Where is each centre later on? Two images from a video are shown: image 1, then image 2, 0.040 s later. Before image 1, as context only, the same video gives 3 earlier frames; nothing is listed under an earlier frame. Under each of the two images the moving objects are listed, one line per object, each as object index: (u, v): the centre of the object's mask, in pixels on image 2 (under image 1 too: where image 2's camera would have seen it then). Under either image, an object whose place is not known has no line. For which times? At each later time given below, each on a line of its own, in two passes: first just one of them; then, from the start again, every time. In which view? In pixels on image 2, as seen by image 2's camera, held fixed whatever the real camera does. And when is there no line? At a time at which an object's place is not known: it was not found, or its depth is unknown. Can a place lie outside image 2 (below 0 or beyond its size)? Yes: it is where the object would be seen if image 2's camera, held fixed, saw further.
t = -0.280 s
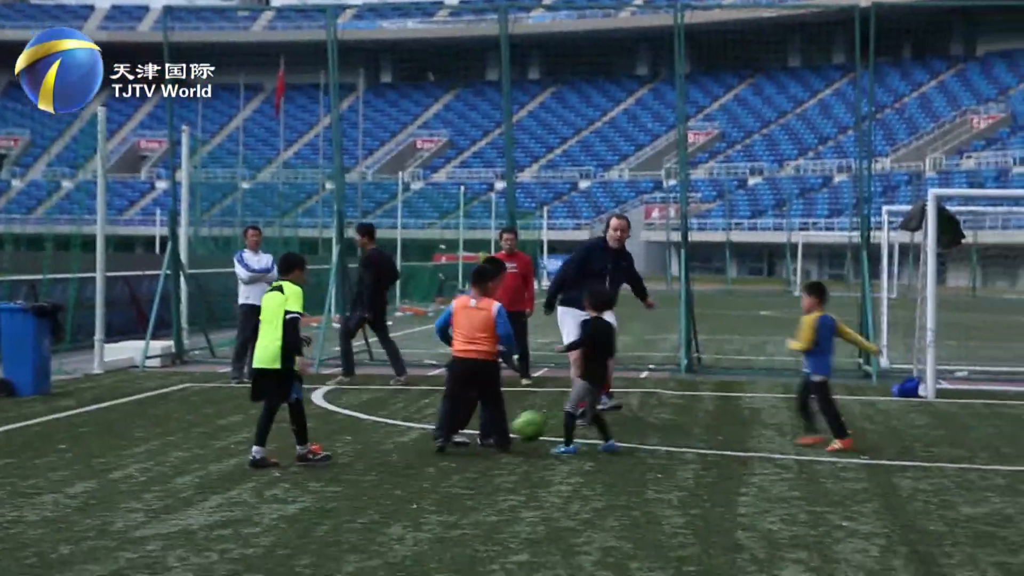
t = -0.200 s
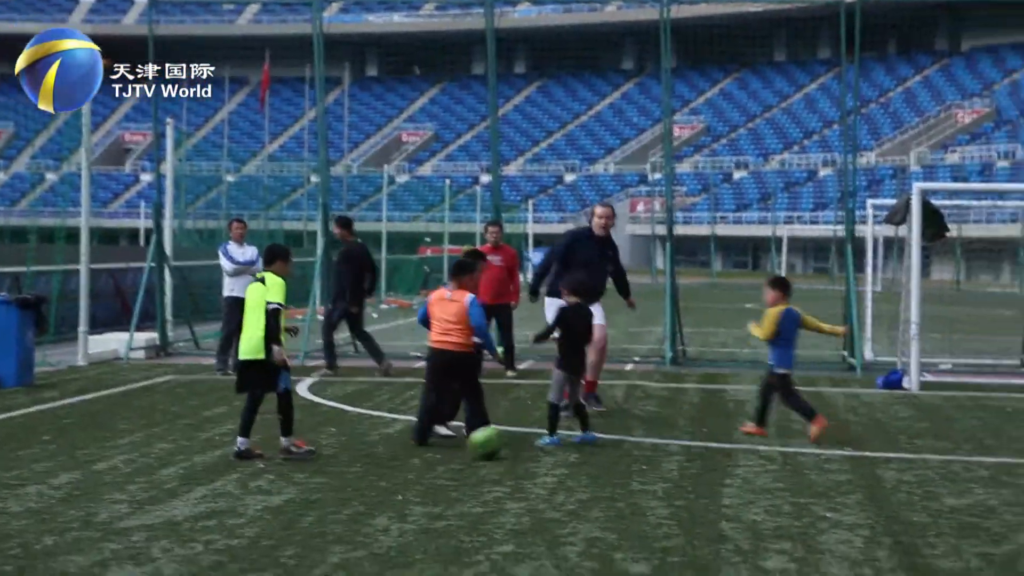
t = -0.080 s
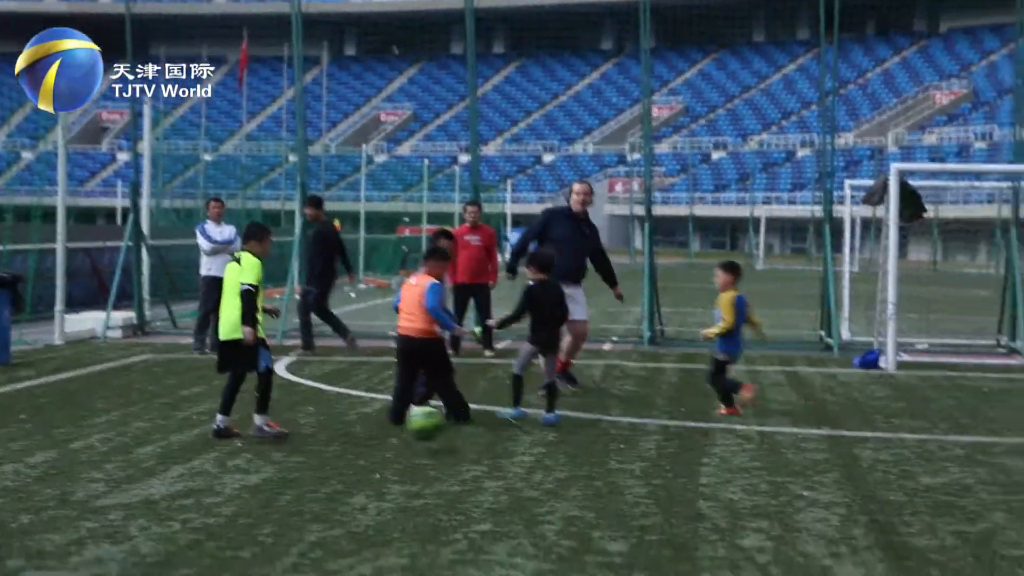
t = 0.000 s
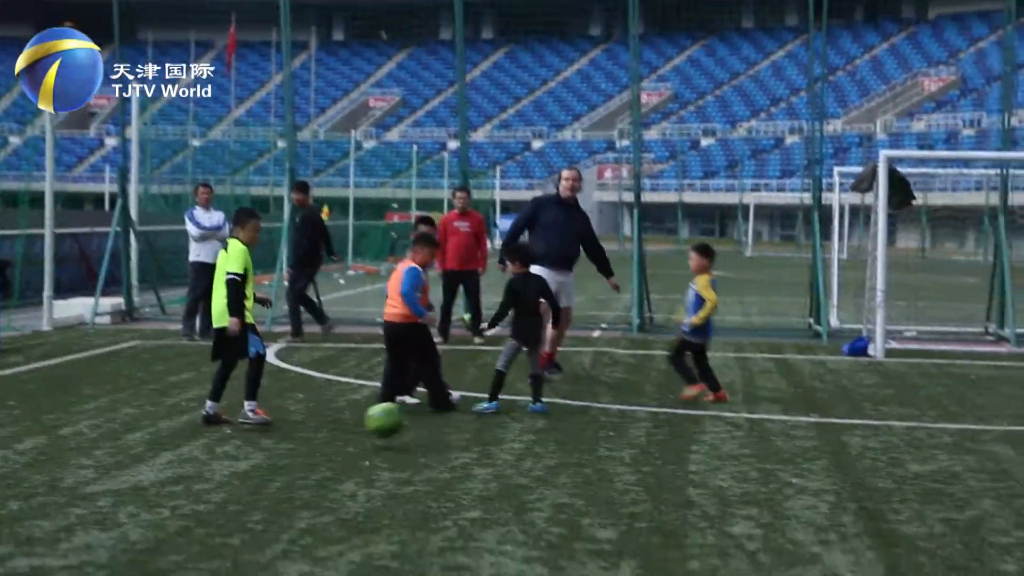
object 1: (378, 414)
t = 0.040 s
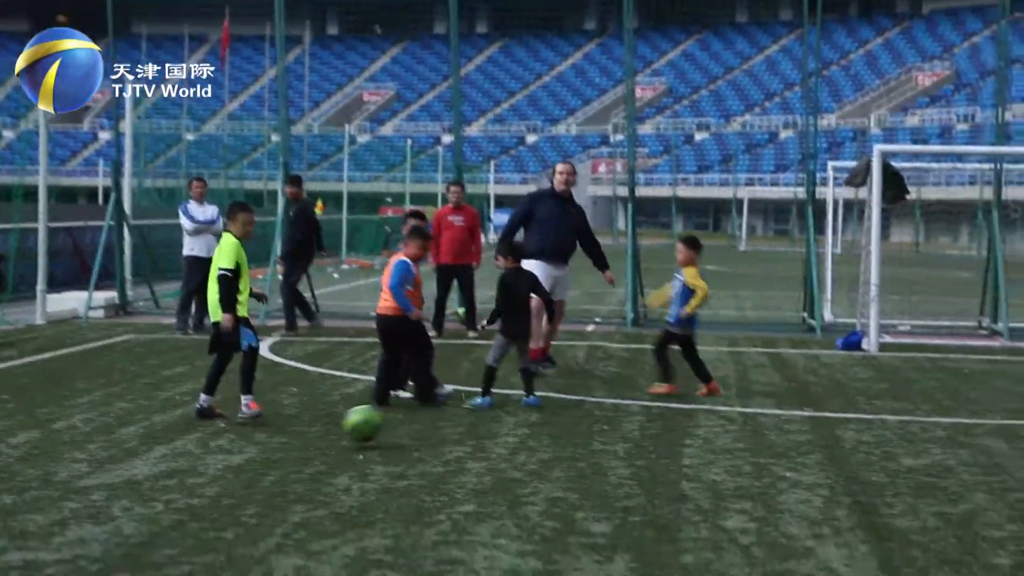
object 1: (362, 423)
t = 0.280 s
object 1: (266, 458)
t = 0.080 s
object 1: (344, 436)
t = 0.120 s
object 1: (331, 435)
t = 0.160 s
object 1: (315, 436)
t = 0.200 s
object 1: (301, 440)
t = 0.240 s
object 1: (284, 447)
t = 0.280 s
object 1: (266, 458)
